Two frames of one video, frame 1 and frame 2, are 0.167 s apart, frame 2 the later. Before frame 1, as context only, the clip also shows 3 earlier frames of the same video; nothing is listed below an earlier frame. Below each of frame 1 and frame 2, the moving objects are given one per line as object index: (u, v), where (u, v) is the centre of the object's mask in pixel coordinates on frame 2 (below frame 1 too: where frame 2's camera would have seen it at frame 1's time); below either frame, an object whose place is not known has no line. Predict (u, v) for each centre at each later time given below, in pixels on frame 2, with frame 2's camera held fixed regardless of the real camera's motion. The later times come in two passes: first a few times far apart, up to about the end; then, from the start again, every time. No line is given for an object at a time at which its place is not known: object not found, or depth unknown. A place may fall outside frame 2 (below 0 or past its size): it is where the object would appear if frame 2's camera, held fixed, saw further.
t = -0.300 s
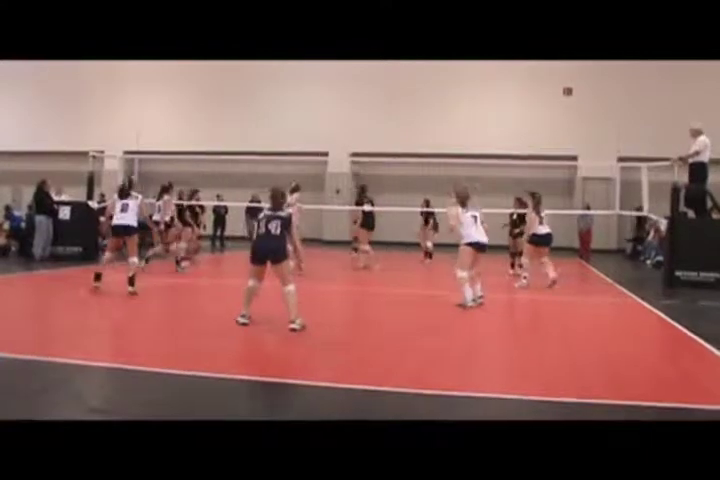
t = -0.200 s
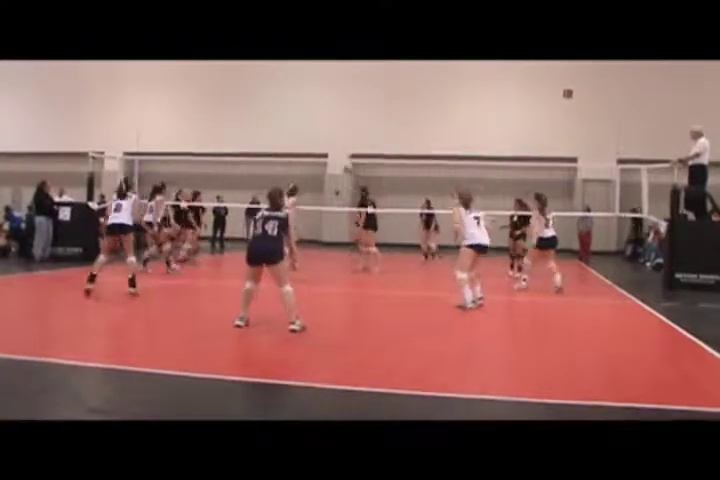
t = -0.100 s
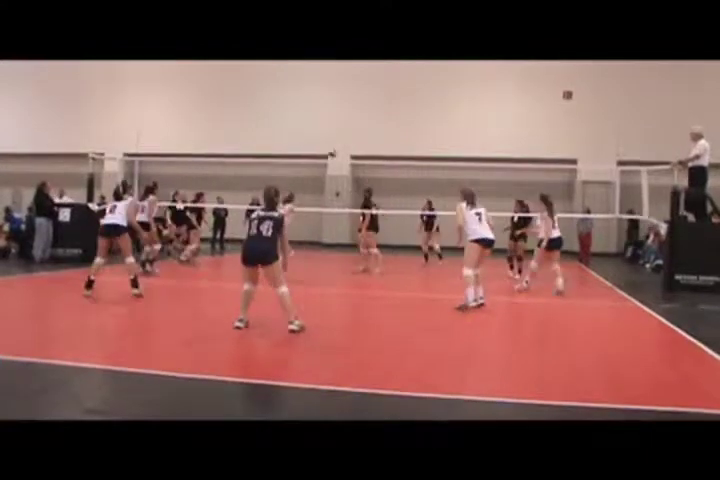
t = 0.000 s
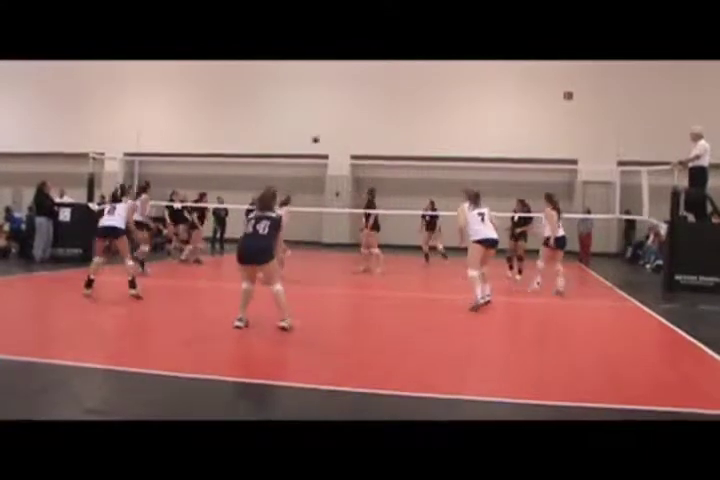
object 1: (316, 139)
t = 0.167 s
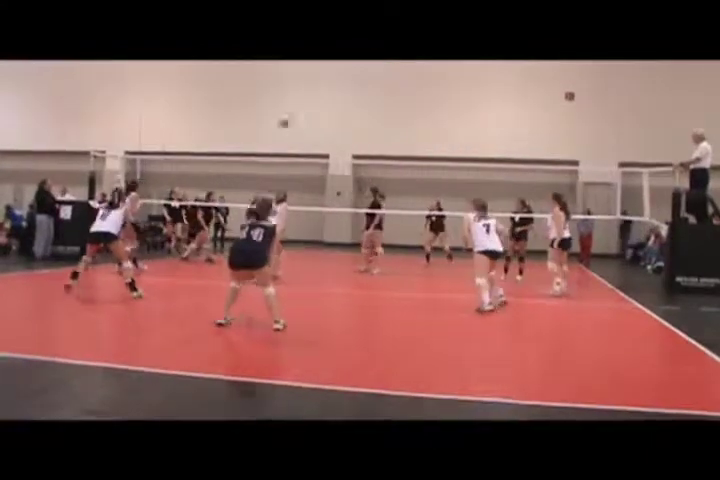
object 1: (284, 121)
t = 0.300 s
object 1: (256, 118)
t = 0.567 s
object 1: (190, 136)
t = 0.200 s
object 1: (278, 120)
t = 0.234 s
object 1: (271, 119)
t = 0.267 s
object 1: (263, 118)
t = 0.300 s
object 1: (256, 118)
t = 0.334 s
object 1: (249, 118)
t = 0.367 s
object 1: (241, 119)
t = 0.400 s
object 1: (233, 121)
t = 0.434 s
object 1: (225, 124)
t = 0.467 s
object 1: (218, 126)
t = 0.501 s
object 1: (209, 130)
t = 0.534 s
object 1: (199, 133)
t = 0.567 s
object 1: (190, 136)
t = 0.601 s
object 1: (181, 142)
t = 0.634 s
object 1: (172, 147)
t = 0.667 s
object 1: (164, 153)
